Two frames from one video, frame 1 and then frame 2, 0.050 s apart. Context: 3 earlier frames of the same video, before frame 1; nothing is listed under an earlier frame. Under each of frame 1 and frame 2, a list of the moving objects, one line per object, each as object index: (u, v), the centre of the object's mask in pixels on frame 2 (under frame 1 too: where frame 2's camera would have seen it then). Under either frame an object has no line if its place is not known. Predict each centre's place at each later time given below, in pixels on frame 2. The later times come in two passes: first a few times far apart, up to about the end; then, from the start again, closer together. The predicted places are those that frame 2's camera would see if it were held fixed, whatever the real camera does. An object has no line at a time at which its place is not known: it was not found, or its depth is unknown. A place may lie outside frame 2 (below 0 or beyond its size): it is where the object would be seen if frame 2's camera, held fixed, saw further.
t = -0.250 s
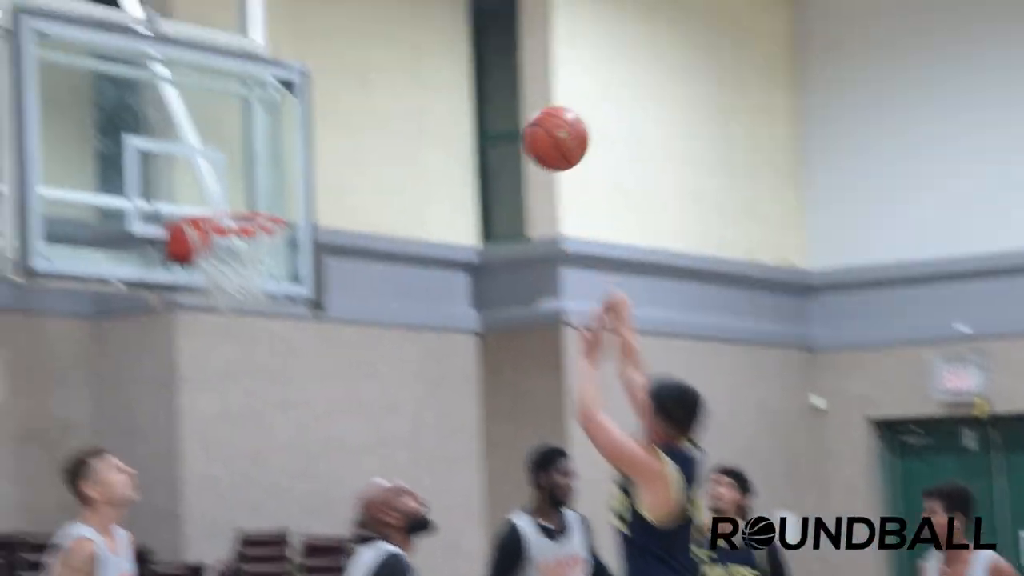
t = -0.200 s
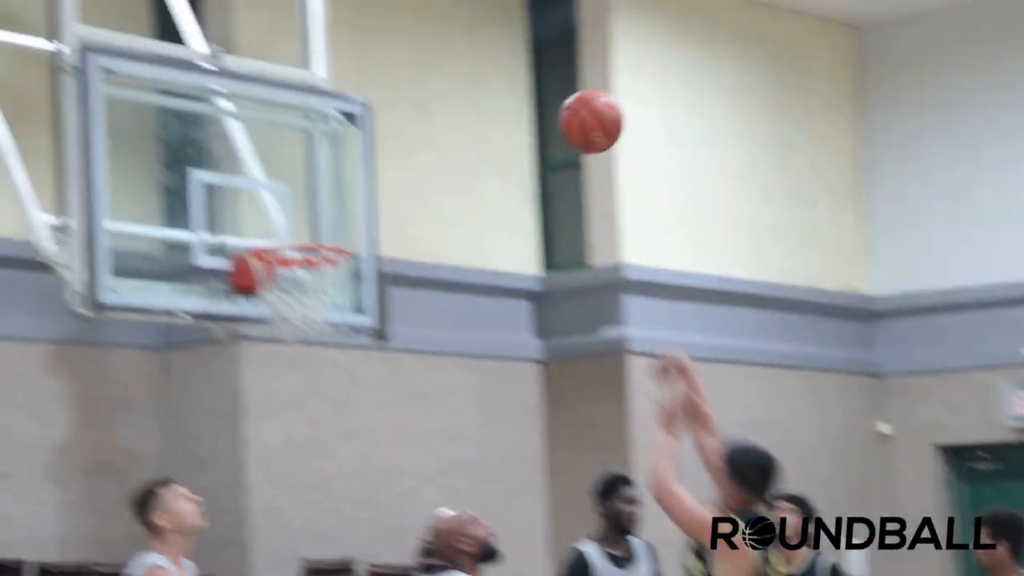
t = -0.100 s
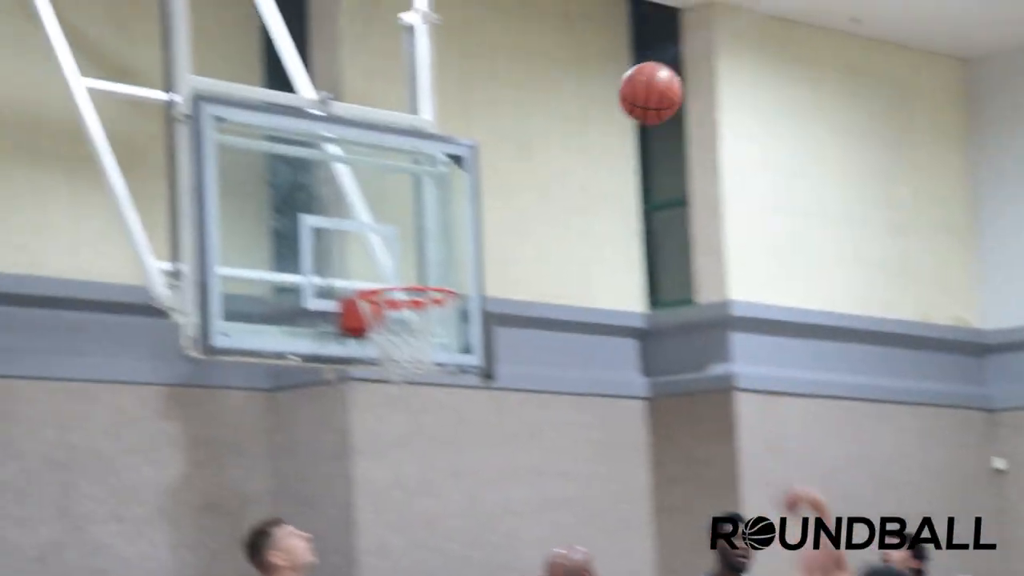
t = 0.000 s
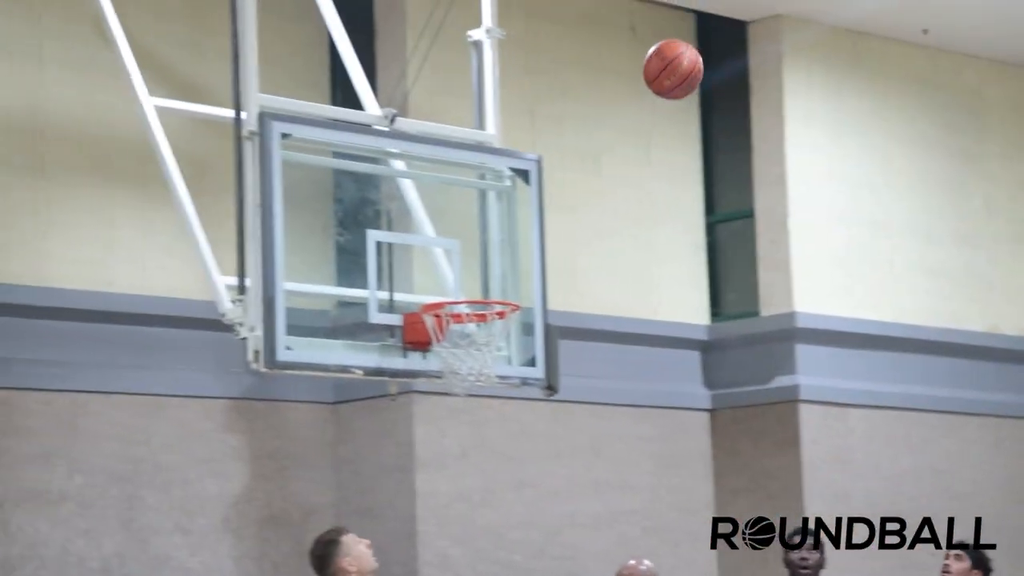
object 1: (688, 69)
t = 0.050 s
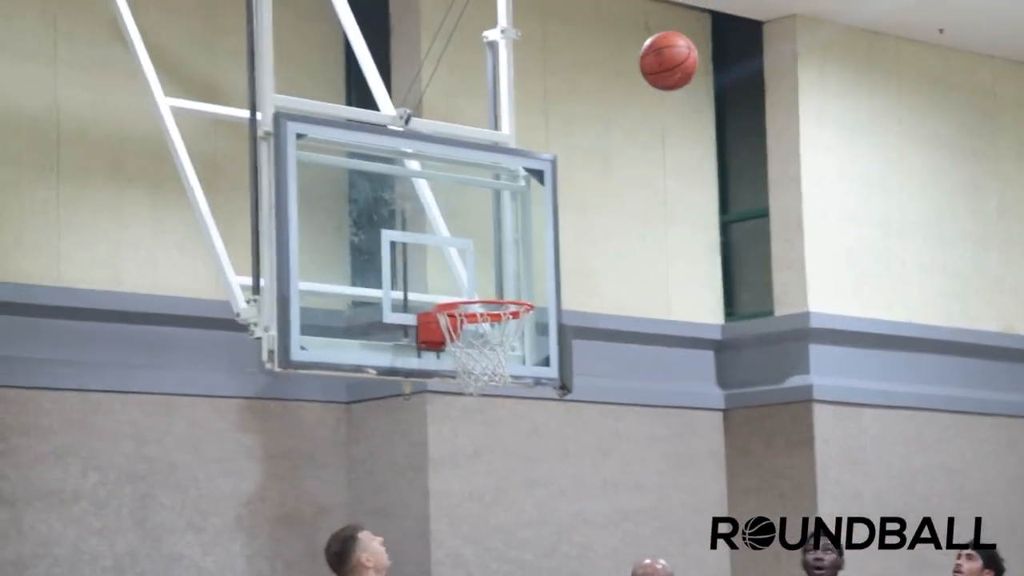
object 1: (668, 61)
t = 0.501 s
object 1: (523, 224)
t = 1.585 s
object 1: (483, 332)
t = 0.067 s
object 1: (662, 59)
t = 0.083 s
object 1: (655, 58)
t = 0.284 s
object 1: (586, 96)
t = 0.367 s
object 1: (561, 136)
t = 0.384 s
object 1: (556, 145)
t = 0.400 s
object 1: (551, 155)
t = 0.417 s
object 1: (547, 165)
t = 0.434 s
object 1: (542, 176)
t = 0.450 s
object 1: (538, 187)
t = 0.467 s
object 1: (533, 199)
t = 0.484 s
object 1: (528, 212)
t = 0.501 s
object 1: (523, 224)
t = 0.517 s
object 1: (520, 237)
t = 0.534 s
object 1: (515, 251)
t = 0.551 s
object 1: (510, 265)
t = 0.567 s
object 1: (506, 278)
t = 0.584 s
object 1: (504, 280)
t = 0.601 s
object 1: (501, 278)
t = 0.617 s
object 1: (498, 277)
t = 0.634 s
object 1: (495, 278)
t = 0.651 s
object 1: (492, 277)
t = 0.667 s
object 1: (489, 278)
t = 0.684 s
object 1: (486, 279)
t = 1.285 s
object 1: (501, 271)
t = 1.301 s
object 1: (500, 270)
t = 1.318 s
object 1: (499, 270)
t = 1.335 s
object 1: (498, 271)
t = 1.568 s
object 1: (483, 329)
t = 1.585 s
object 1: (483, 332)
